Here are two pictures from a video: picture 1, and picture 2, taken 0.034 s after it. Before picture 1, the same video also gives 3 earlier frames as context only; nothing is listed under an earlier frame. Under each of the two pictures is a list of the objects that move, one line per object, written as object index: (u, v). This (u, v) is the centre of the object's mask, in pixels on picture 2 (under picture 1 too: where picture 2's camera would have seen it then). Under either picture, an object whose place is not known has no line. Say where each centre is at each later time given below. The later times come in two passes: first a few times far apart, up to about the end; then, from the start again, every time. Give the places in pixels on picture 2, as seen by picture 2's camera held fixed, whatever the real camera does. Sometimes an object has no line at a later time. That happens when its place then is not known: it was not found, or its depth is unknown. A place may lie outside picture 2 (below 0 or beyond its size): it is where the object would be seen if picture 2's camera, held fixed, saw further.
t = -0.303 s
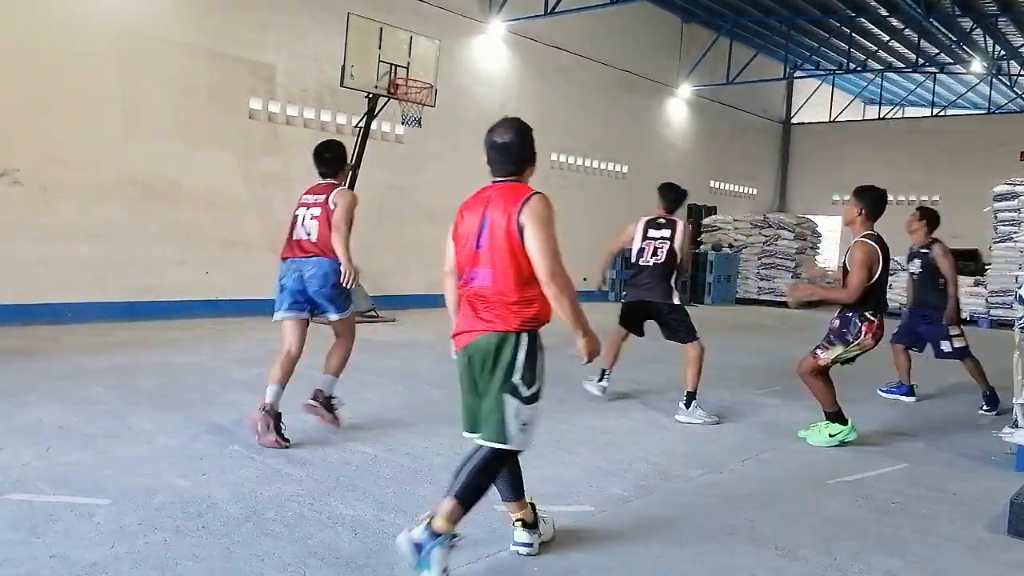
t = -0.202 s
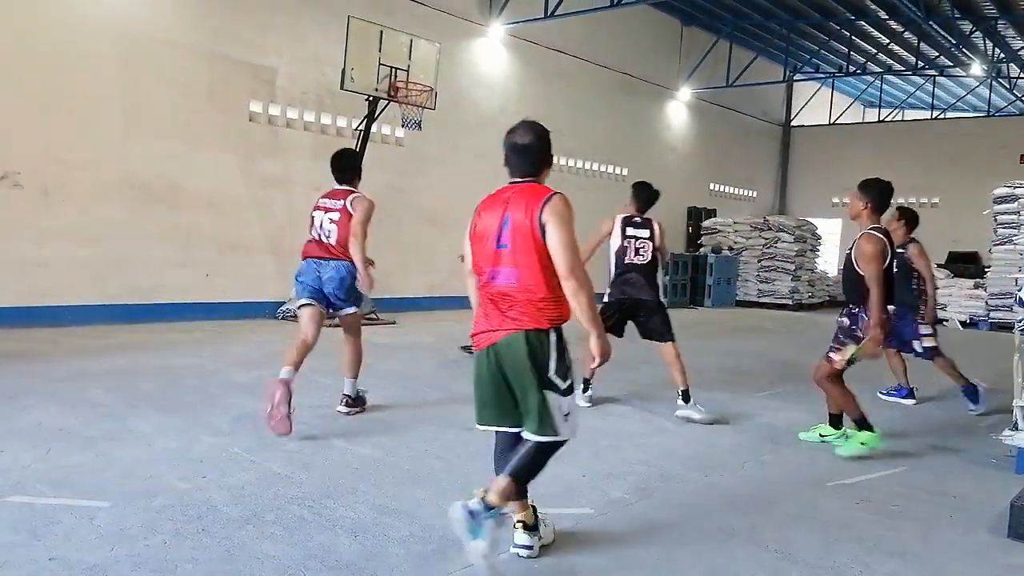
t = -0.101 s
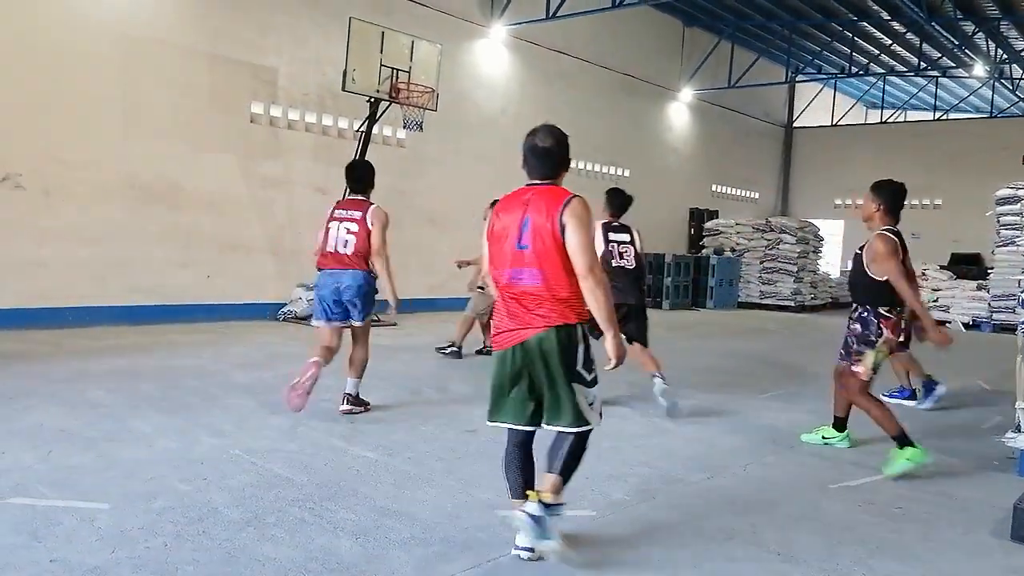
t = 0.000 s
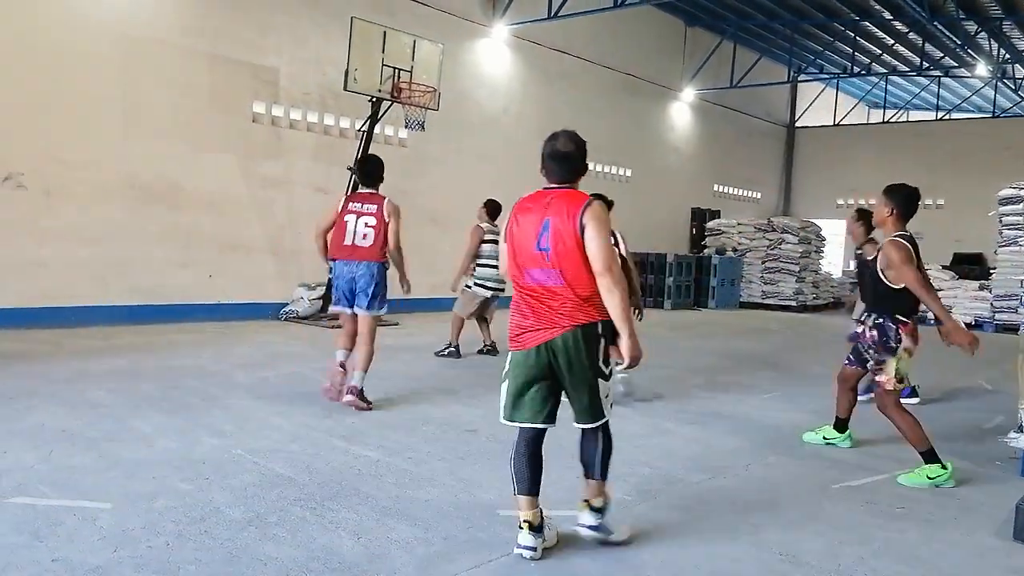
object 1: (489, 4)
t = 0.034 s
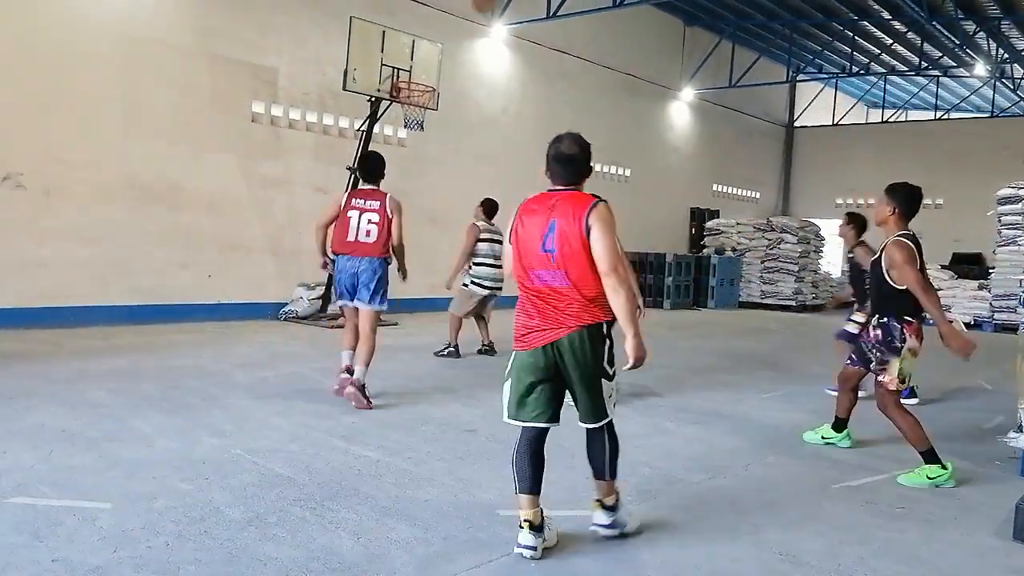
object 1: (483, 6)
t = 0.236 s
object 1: (437, 82)
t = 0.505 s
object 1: (450, 64)
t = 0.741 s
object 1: (481, 80)
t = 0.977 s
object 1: (508, 137)
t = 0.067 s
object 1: (475, 14)
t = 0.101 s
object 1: (467, 27)
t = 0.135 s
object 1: (459, 40)
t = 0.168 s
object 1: (451, 53)
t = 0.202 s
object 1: (444, 68)
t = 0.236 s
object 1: (437, 82)
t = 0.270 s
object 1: (438, 78)
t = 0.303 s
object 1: (439, 74)
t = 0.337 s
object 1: (439, 71)
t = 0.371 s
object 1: (440, 69)
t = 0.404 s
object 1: (440, 68)
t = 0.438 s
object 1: (441, 67)
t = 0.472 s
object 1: (445, 65)
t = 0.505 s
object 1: (450, 64)
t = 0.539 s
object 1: (454, 64)
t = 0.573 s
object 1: (459, 64)
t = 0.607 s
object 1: (464, 65)
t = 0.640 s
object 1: (468, 68)
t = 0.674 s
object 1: (472, 71)
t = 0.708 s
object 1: (476, 75)
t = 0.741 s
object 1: (481, 80)
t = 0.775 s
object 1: (485, 85)
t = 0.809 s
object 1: (489, 92)
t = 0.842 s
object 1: (493, 100)
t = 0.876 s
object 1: (496, 108)
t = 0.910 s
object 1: (501, 117)
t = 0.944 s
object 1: (504, 127)
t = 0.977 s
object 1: (508, 137)
